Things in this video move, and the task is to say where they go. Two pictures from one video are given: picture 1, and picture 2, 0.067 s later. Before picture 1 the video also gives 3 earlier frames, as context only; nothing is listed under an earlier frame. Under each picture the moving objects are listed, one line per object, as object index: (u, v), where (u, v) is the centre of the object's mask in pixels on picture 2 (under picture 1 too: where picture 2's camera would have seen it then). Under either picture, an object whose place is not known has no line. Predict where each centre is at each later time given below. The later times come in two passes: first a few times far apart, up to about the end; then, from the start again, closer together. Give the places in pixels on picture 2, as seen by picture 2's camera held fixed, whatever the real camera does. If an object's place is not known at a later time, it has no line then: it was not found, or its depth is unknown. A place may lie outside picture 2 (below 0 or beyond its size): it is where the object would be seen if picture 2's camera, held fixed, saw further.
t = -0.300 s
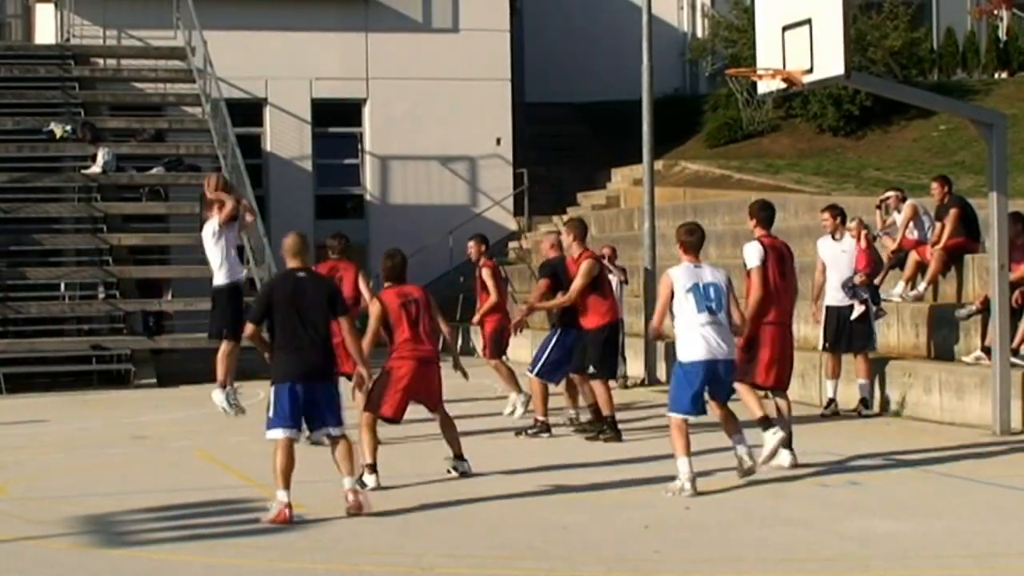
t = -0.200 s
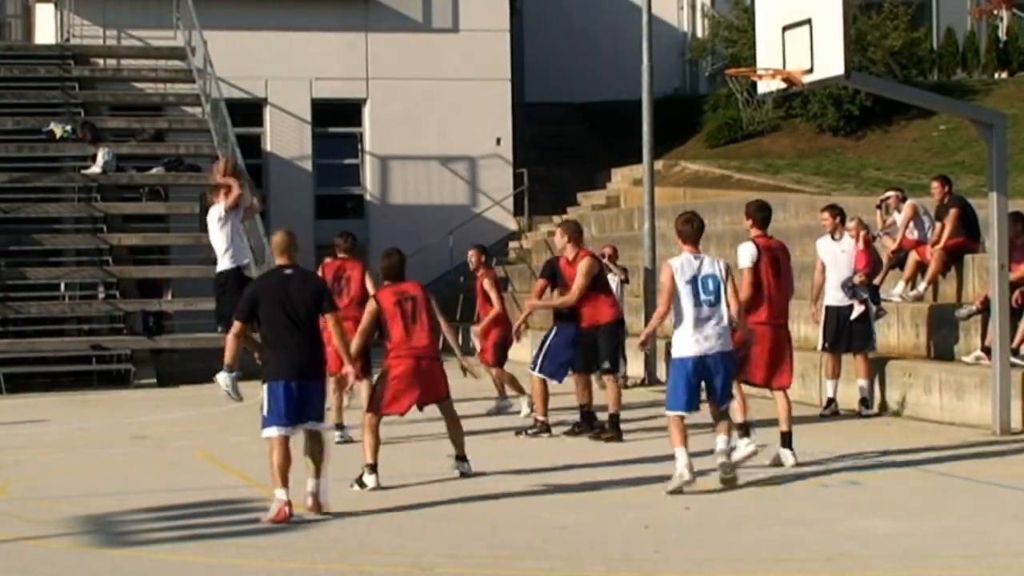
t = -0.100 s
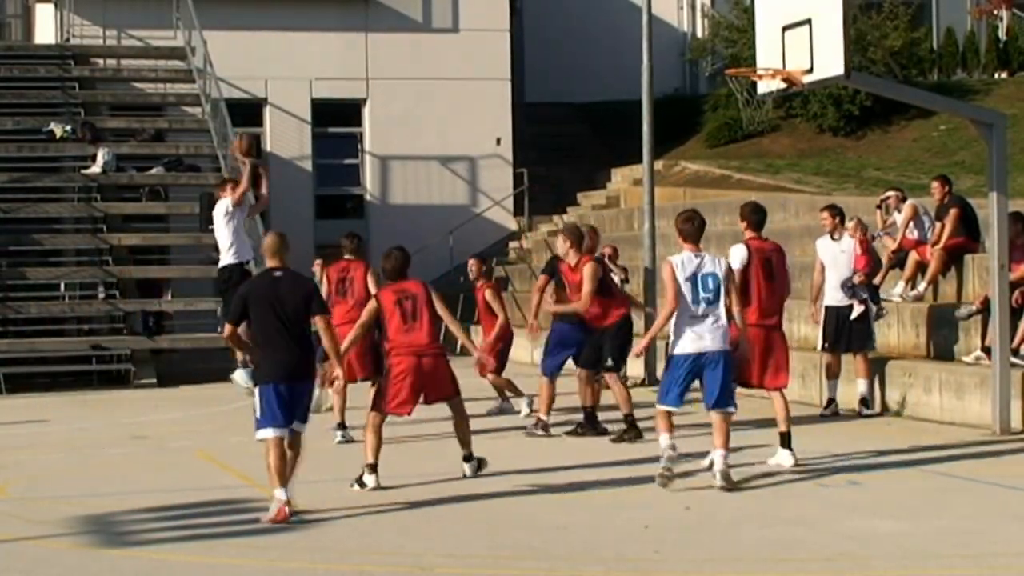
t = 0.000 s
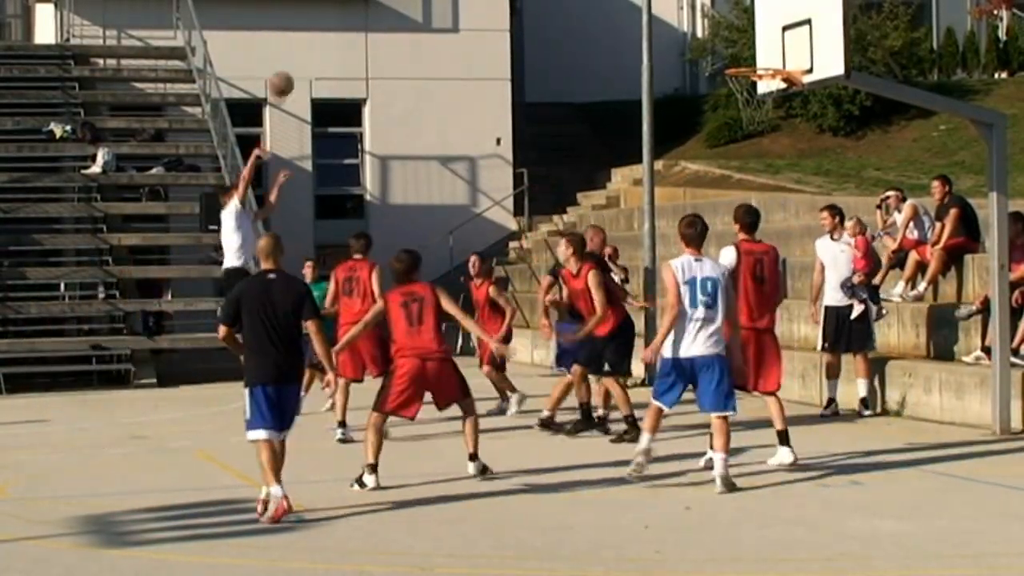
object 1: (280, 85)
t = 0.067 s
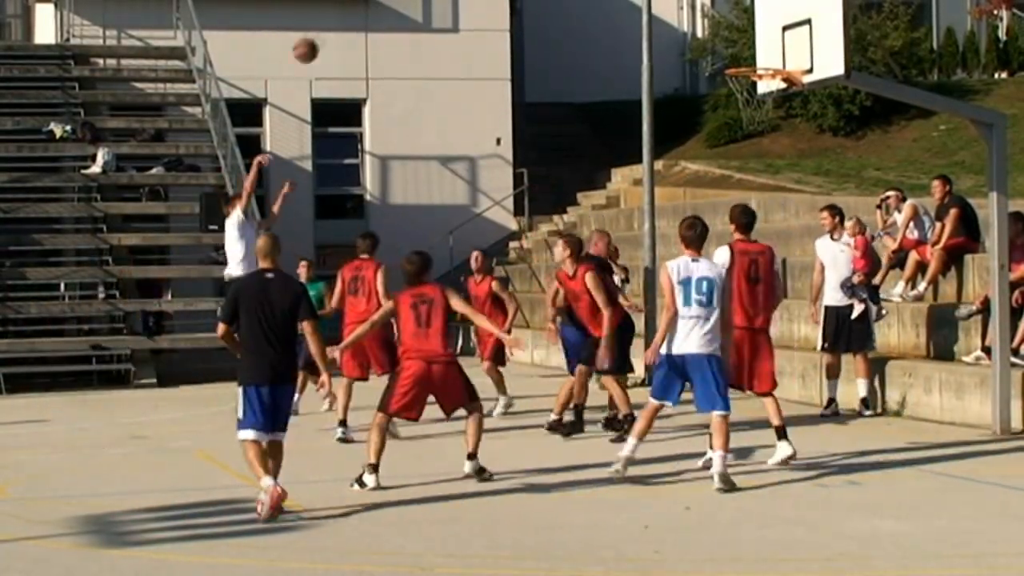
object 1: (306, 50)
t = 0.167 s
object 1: (345, 6)
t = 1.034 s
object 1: (760, 24)
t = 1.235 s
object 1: (733, 44)
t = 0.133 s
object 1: (332, 15)
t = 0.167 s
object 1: (345, 6)
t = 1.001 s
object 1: (736, 7)
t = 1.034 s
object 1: (760, 24)
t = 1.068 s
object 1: (770, 37)
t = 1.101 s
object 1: (771, 55)
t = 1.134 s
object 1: (766, 56)
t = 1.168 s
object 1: (754, 50)
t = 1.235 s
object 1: (733, 44)
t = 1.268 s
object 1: (723, 42)
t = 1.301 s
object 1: (708, 44)
